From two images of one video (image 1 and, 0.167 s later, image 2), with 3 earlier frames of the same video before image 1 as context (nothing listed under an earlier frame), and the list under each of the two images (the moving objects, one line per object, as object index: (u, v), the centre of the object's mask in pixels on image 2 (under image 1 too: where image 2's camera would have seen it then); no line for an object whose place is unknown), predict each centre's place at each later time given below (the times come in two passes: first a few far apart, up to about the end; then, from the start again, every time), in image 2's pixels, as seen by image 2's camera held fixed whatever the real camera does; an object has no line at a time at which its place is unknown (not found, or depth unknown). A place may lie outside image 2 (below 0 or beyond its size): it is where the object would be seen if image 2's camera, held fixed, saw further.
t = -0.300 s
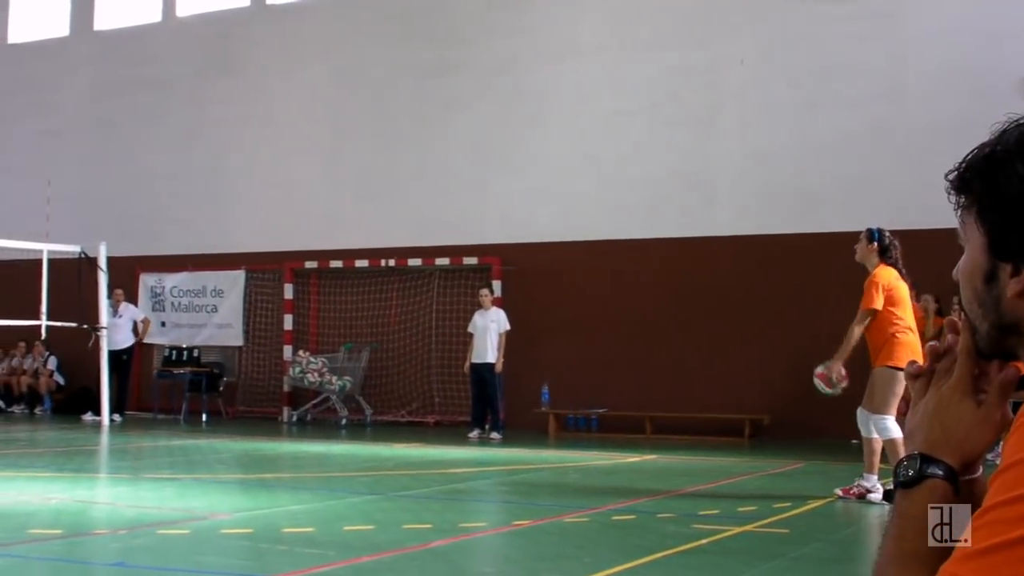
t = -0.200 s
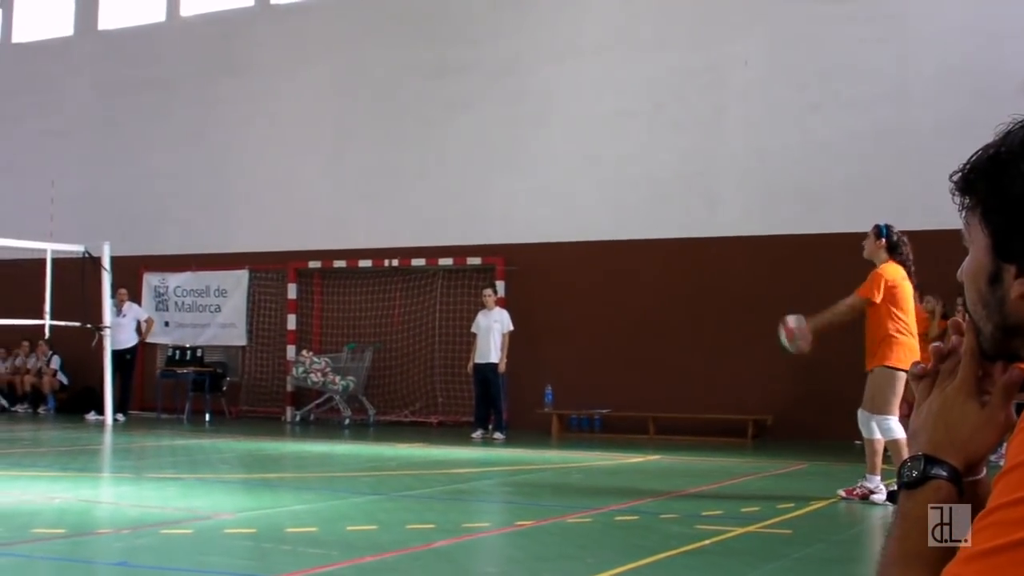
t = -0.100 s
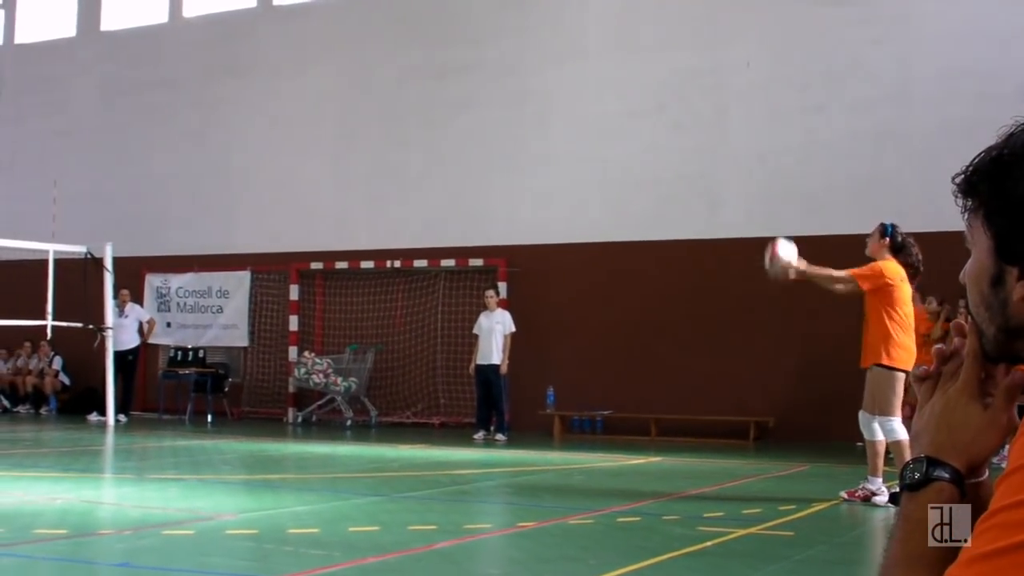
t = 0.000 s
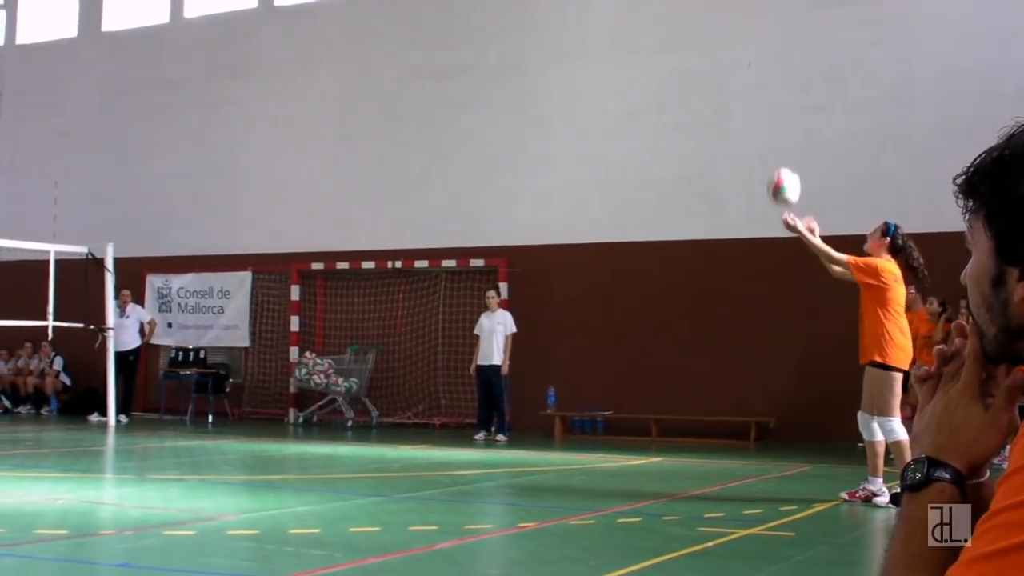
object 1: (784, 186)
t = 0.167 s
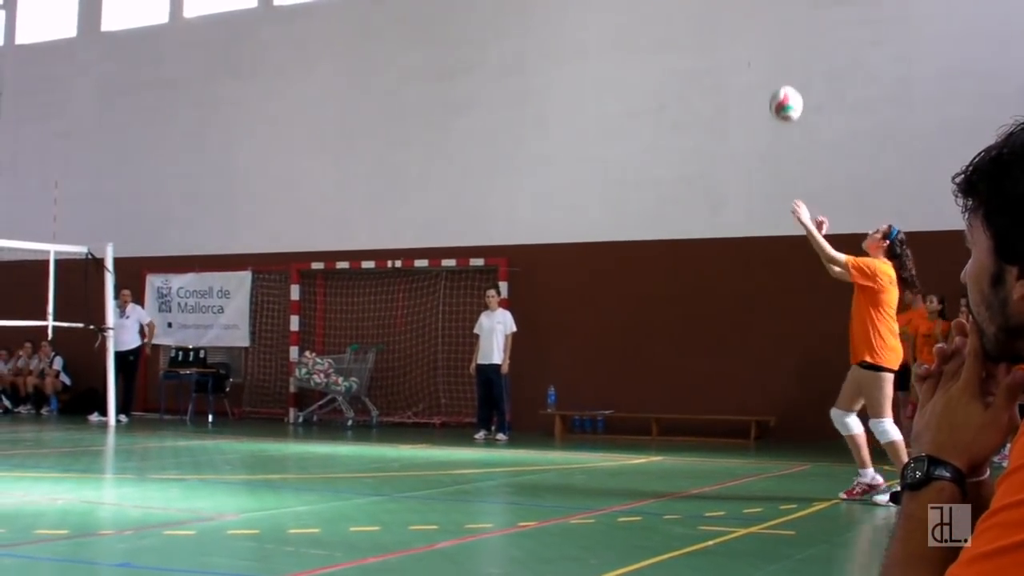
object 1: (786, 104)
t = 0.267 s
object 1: (788, 76)
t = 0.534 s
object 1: (794, 73)
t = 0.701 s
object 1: (798, 123)
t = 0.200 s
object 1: (787, 93)
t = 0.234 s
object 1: (788, 84)
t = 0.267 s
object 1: (788, 76)
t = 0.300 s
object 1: (789, 70)
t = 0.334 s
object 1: (790, 66)
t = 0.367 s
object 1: (790, 62)
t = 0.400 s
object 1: (790, 62)
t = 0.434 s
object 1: (791, 62)
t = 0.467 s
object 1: (792, 64)
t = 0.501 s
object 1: (793, 68)
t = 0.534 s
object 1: (794, 73)
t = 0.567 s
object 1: (795, 80)
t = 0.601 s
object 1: (796, 88)
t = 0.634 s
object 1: (797, 98)
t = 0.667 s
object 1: (797, 110)
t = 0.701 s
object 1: (798, 123)
